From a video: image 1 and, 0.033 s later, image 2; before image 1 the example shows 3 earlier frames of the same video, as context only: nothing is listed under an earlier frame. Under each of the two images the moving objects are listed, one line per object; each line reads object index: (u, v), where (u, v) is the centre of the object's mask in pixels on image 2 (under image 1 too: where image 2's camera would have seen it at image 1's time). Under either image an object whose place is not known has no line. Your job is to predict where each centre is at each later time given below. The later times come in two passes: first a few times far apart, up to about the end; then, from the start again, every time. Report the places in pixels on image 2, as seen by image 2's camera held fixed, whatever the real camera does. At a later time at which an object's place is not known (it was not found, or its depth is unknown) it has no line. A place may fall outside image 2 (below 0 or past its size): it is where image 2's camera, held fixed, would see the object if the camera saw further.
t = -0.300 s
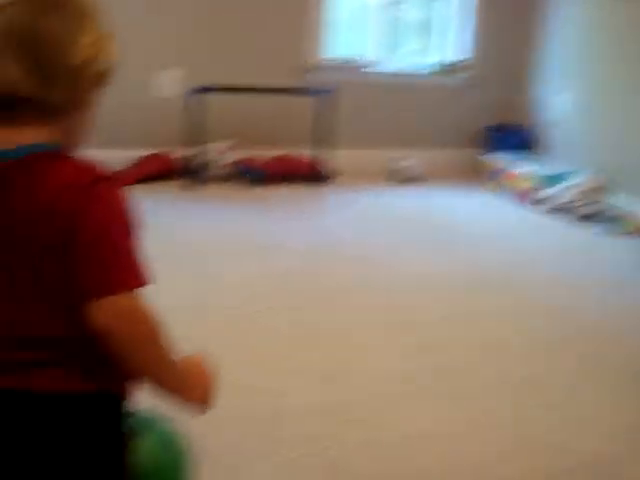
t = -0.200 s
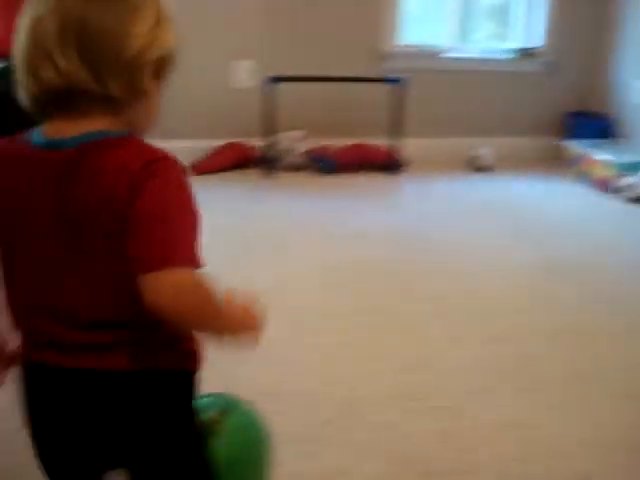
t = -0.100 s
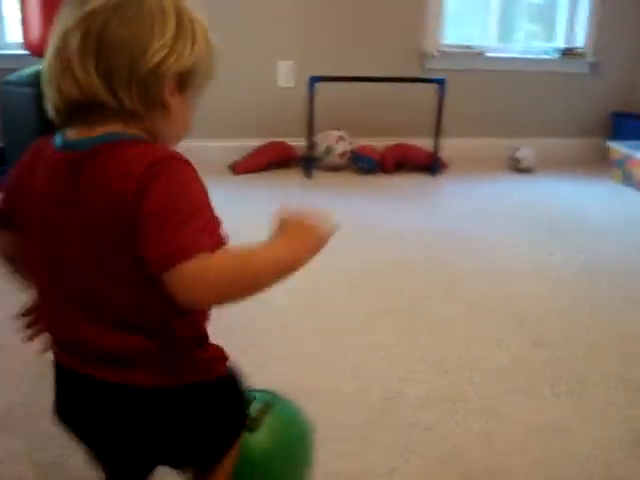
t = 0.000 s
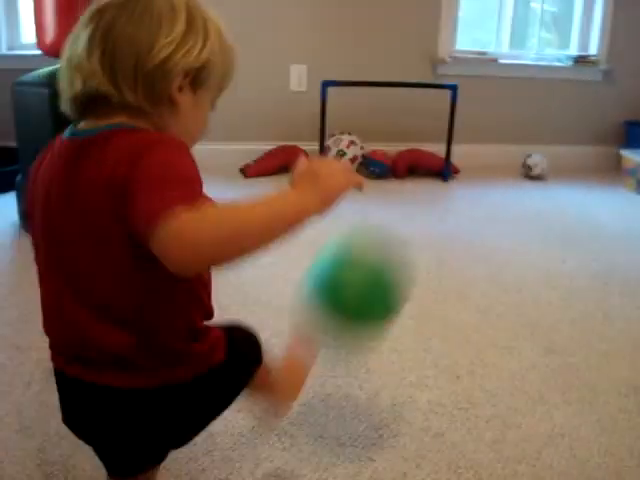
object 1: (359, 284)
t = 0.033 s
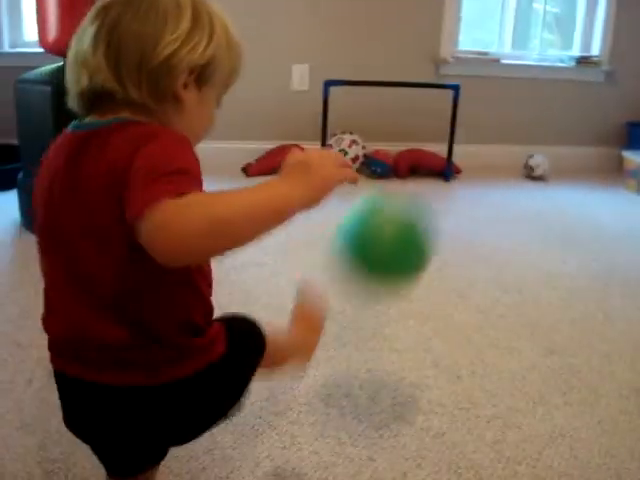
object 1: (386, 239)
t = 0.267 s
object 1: (497, 129)
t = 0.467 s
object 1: (540, 181)
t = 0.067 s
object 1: (409, 205)
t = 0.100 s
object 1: (429, 178)
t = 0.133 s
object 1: (446, 159)
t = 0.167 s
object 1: (462, 145)
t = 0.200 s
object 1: (475, 137)
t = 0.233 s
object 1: (487, 130)
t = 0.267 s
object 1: (497, 129)
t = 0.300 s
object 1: (507, 130)
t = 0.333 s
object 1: (516, 135)
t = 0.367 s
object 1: (523, 143)
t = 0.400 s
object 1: (530, 153)
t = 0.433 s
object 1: (537, 166)
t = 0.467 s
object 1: (540, 181)
